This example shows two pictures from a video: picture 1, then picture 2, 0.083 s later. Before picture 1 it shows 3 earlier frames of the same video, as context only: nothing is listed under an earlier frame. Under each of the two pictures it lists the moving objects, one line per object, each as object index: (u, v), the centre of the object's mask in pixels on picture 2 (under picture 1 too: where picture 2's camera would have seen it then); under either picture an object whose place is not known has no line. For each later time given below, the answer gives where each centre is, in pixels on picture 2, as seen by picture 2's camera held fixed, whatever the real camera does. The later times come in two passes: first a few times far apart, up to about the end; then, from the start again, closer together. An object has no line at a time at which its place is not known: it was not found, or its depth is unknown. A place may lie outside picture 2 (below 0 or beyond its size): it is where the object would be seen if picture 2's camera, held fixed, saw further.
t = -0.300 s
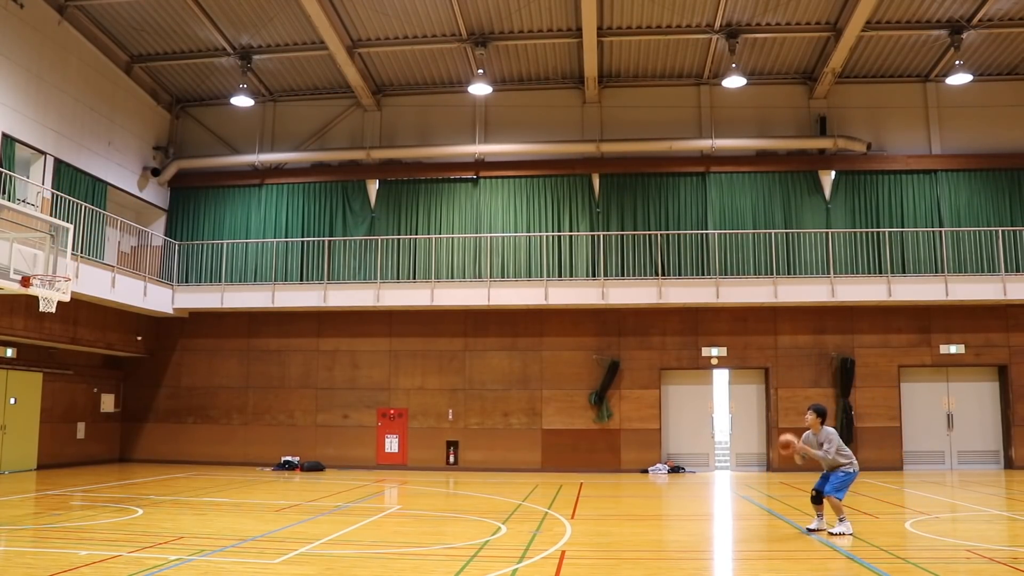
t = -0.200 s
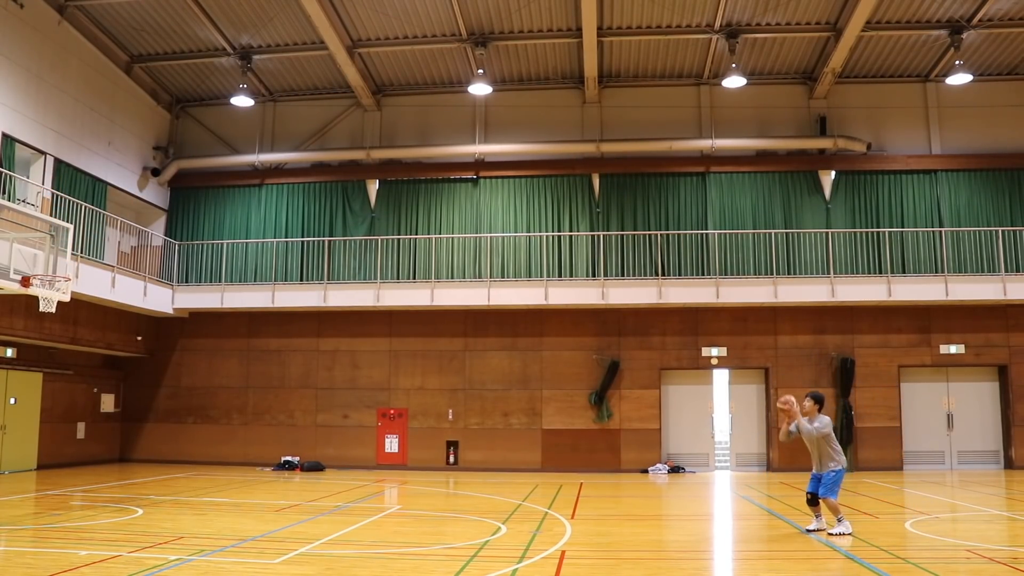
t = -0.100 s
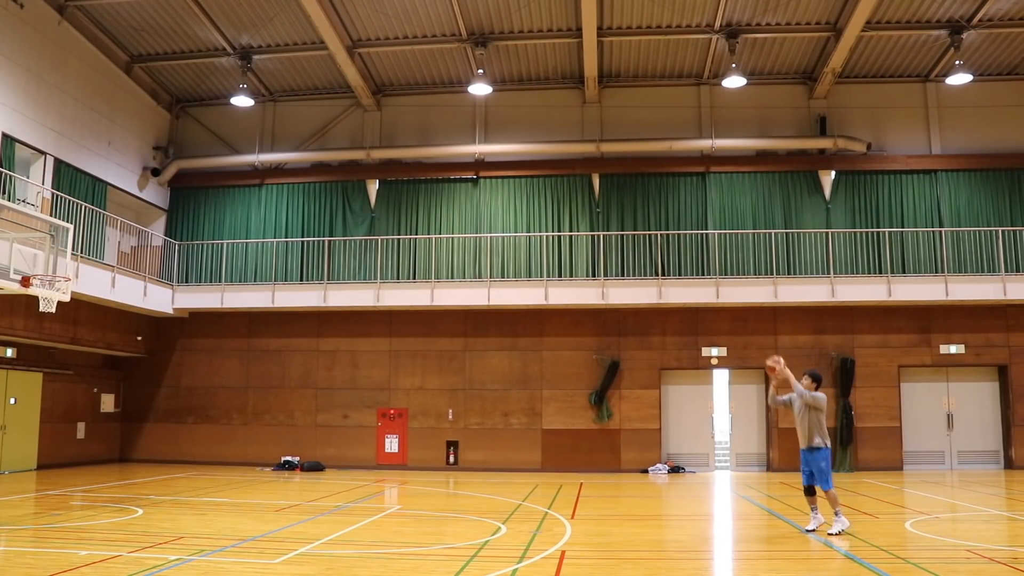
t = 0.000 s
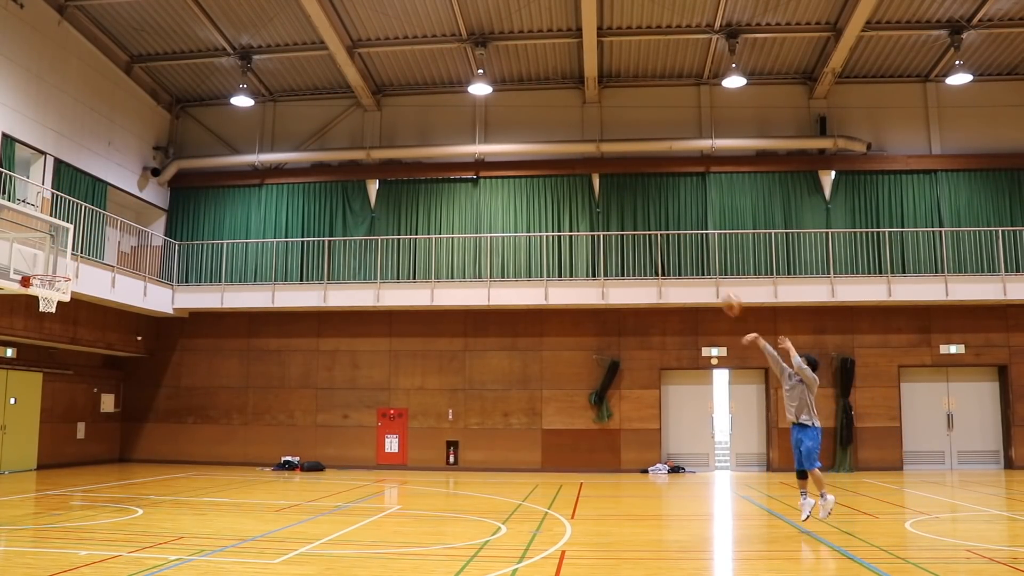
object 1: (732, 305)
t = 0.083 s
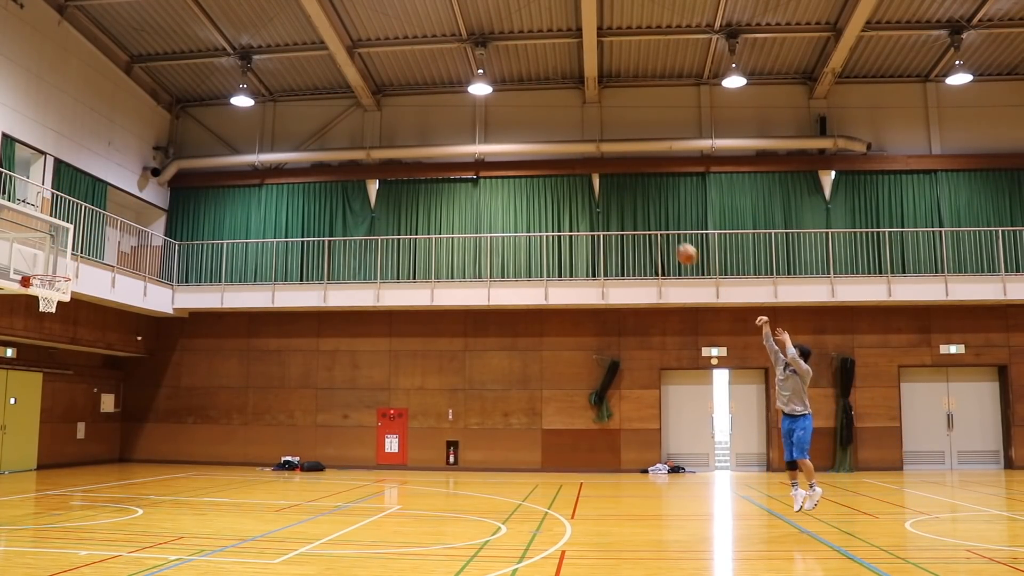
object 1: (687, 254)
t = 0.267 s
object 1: (591, 167)
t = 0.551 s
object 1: (455, 93)
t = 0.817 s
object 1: (338, 83)
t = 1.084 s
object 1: (227, 123)
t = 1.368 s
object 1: (113, 216)
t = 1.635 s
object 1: (51, 233)
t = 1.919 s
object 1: (89, 196)
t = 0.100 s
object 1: (678, 244)
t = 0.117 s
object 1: (669, 236)
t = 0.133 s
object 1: (660, 227)
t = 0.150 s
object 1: (651, 218)
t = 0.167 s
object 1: (643, 211)
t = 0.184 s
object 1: (633, 203)
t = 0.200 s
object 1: (624, 195)
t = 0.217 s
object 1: (617, 188)
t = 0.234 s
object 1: (608, 181)
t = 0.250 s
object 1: (599, 174)
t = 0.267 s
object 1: (591, 167)
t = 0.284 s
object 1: (582, 161)
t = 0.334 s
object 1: (558, 143)
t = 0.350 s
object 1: (550, 138)
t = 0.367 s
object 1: (542, 133)
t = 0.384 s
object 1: (533, 128)
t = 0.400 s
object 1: (525, 124)
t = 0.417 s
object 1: (517, 120)
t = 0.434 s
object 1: (509, 116)
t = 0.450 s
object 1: (501, 112)
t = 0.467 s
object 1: (494, 108)
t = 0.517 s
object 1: (469, 100)
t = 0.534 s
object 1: (461, 95)
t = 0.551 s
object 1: (455, 93)
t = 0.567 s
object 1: (448, 91)
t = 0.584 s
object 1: (440, 89)
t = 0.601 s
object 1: (433, 87)
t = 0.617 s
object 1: (425, 86)
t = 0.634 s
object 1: (417, 84)
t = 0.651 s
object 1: (410, 83)
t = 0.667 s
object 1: (403, 82)
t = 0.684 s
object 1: (396, 81)
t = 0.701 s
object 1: (389, 81)
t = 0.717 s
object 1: (382, 81)
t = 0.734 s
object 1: (374, 81)
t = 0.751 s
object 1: (367, 81)
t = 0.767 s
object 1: (360, 81)
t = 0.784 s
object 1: (352, 82)
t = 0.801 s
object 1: (345, 82)
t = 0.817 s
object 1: (338, 83)
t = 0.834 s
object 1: (331, 84)
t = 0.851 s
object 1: (324, 85)
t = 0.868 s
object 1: (317, 87)
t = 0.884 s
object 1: (310, 88)
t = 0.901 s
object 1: (303, 90)
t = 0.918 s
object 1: (297, 92)
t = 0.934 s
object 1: (289, 94)
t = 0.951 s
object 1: (282, 97)
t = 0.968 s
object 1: (276, 100)
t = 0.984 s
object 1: (268, 102)
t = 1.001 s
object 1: (263, 105)
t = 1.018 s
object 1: (256, 109)
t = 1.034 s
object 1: (248, 113)
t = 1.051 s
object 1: (241, 115)
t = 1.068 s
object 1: (235, 118)
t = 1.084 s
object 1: (227, 123)
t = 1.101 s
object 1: (221, 127)
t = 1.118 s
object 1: (214, 131)
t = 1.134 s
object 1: (207, 136)
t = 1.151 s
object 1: (200, 140)
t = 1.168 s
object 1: (193, 145)
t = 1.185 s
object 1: (186, 150)
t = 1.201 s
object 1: (180, 154)
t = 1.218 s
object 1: (173, 160)
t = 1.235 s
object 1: (167, 167)
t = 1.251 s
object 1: (160, 173)
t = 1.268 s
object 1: (154, 177)
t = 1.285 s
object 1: (146, 184)
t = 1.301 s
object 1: (139, 190)
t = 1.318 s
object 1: (134, 196)
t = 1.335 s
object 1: (127, 203)
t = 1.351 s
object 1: (120, 210)
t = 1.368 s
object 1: (113, 216)
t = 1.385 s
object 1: (107, 224)
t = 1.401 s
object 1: (100, 231)
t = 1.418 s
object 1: (93, 238)
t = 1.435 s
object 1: (88, 246)
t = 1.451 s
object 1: (81, 254)
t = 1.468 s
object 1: (74, 263)
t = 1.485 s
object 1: (69, 270)
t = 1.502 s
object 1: (65, 271)
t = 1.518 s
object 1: (63, 266)
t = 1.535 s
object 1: (61, 260)
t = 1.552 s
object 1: (58, 254)
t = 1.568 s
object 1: (57, 250)
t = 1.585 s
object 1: (55, 245)
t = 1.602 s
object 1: (53, 240)
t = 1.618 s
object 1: (51, 236)
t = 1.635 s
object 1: (51, 233)
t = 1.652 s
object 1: (54, 229)
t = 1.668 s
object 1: (56, 225)
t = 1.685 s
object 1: (59, 222)
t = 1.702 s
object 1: (61, 218)
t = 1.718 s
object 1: (63, 216)
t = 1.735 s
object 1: (66, 213)
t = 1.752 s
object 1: (67, 211)
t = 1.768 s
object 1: (69, 208)
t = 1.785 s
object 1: (72, 206)
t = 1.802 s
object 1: (75, 204)
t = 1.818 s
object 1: (76, 203)
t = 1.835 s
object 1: (78, 201)
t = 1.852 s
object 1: (81, 200)
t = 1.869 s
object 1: (83, 198)
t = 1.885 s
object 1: (85, 197)
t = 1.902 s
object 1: (87, 197)
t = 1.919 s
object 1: (89, 196)
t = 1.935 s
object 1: (92, 196)
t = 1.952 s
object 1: (94, 196)
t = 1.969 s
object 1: (95, 196)
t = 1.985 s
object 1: (97, 196)
